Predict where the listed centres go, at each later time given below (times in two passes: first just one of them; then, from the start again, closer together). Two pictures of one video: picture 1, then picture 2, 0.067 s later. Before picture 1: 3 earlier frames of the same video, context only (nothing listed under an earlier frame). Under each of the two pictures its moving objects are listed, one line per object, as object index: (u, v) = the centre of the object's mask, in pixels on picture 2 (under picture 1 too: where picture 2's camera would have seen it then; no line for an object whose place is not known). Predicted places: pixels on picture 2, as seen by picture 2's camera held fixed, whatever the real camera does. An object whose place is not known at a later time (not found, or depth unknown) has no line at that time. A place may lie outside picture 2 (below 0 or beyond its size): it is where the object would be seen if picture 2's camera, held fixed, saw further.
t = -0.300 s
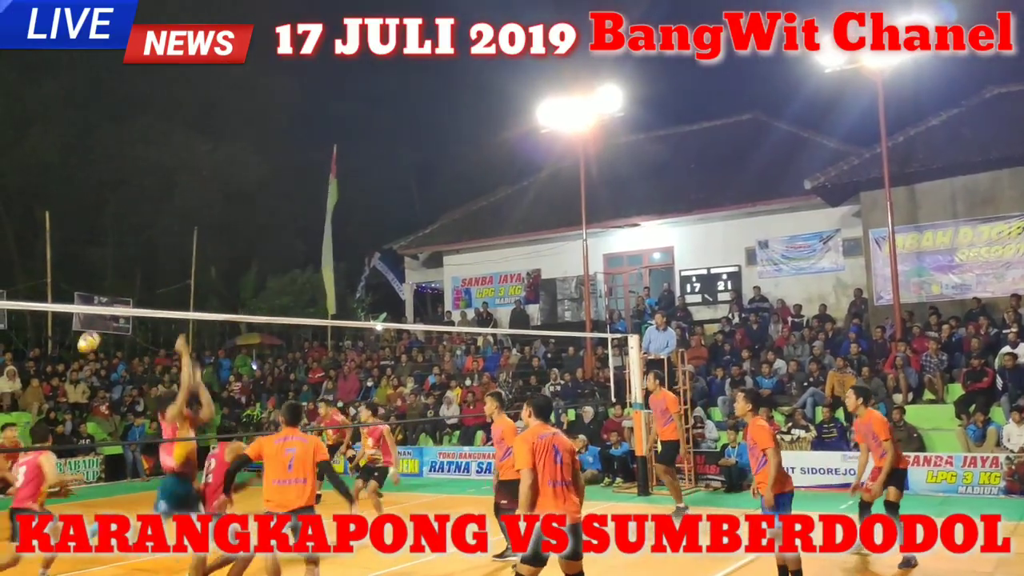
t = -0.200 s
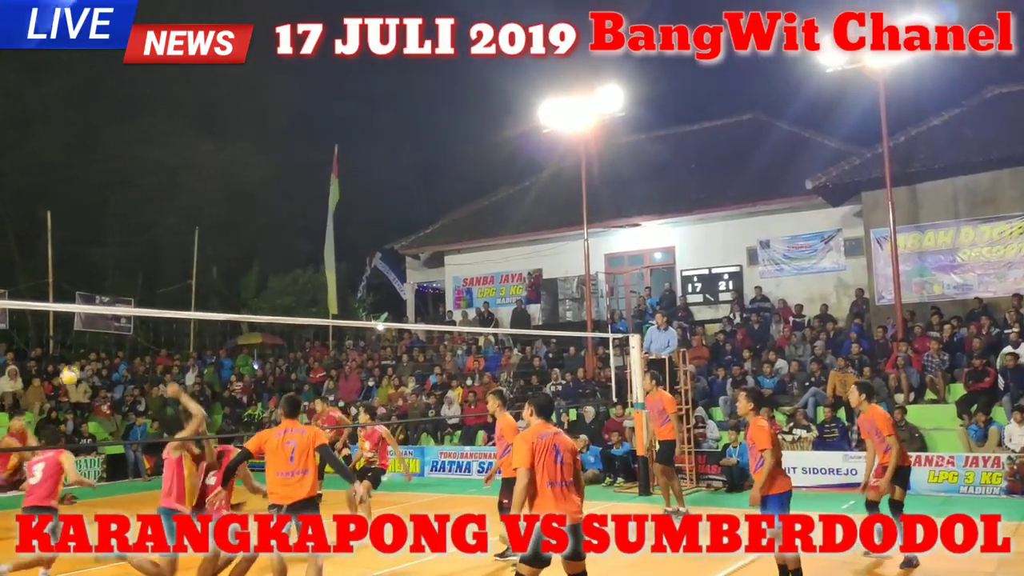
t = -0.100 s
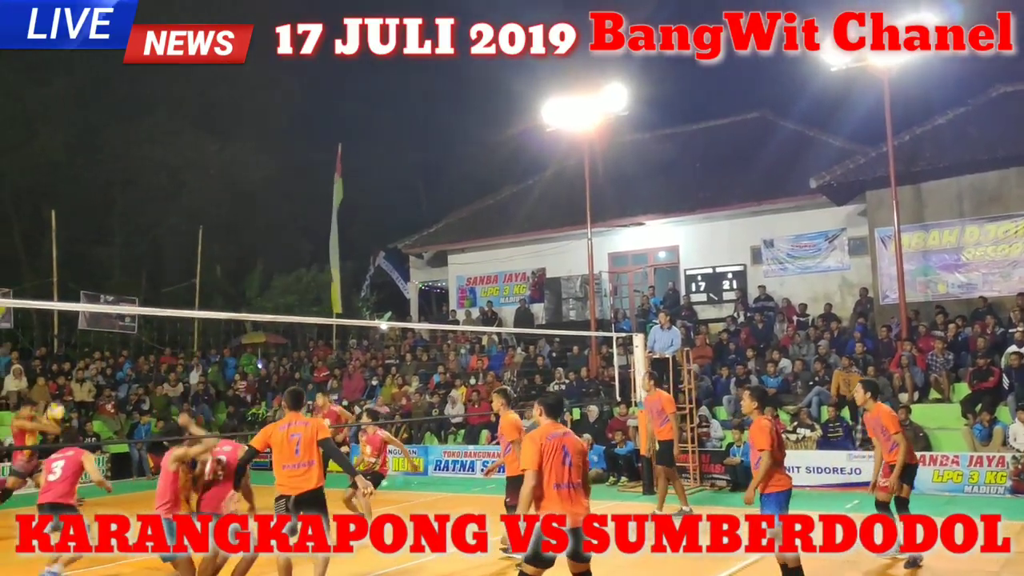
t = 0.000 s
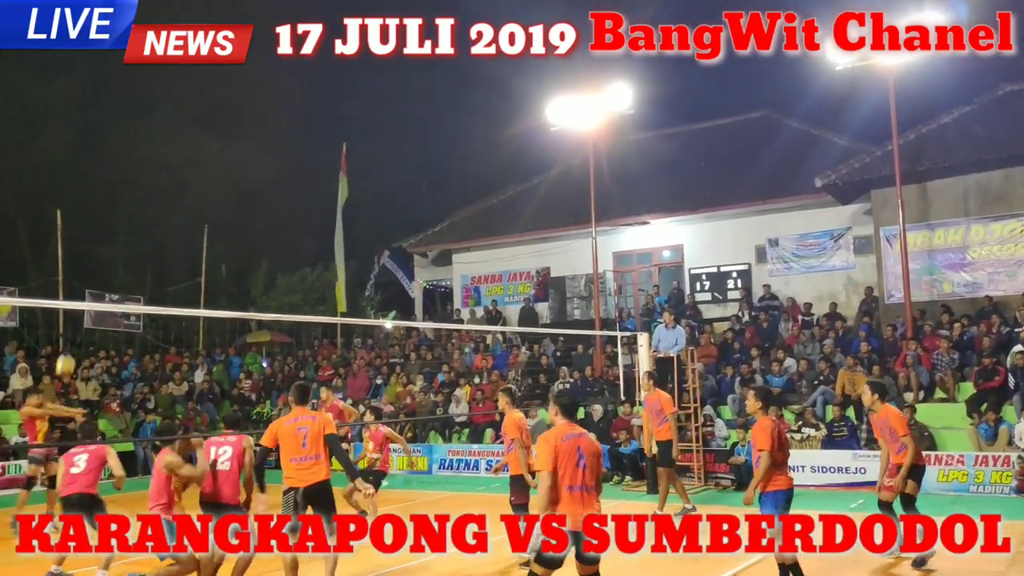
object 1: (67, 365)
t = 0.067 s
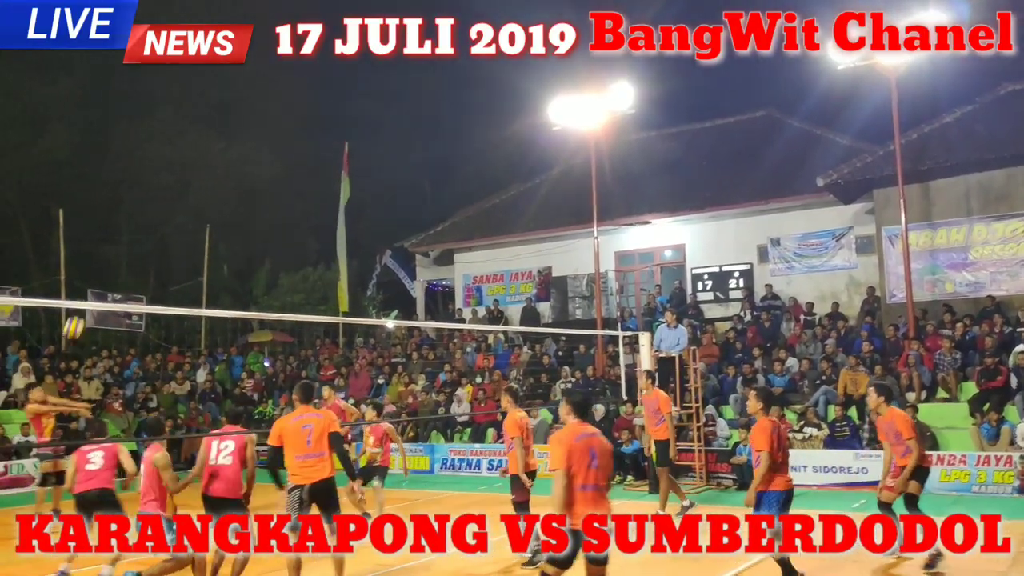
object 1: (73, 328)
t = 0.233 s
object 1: (89, 248)
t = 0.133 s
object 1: (80, 292)
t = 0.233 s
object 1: (89, 248)
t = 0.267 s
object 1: (92, 235)
